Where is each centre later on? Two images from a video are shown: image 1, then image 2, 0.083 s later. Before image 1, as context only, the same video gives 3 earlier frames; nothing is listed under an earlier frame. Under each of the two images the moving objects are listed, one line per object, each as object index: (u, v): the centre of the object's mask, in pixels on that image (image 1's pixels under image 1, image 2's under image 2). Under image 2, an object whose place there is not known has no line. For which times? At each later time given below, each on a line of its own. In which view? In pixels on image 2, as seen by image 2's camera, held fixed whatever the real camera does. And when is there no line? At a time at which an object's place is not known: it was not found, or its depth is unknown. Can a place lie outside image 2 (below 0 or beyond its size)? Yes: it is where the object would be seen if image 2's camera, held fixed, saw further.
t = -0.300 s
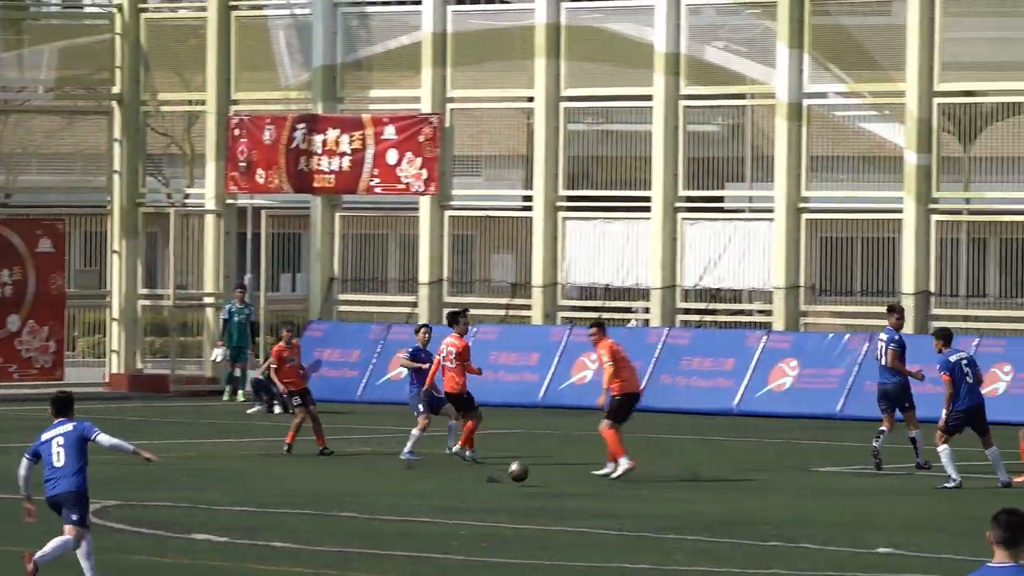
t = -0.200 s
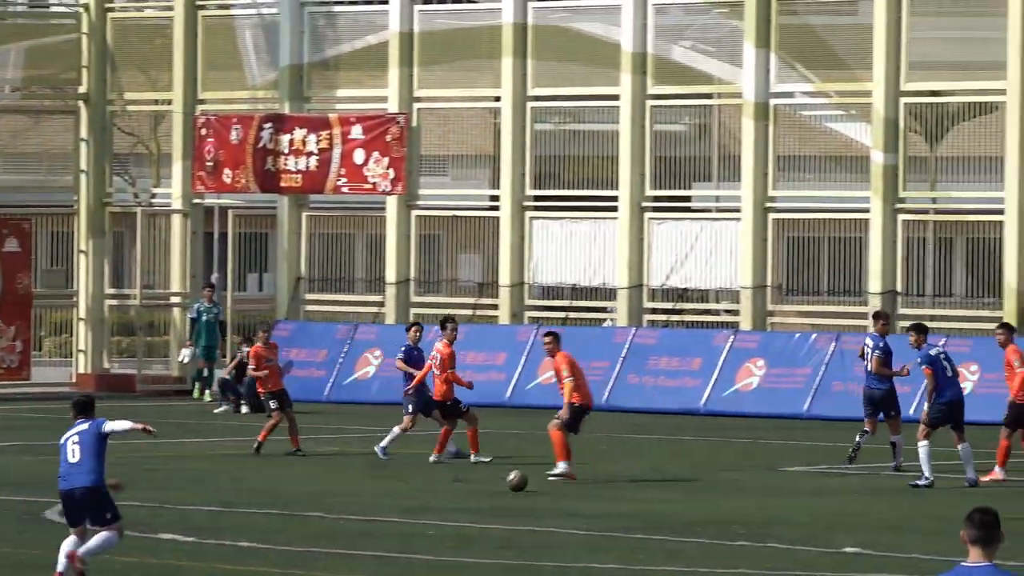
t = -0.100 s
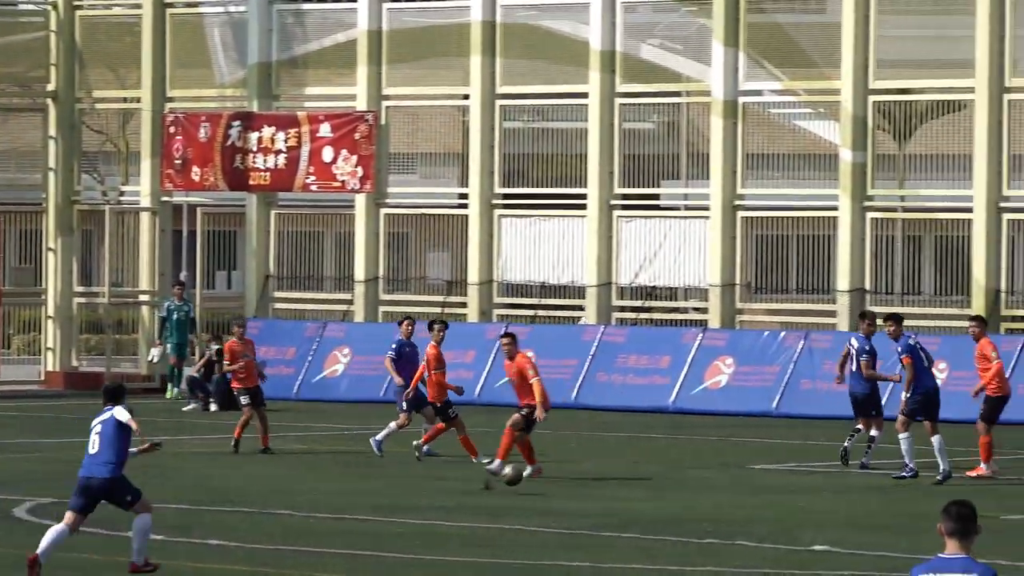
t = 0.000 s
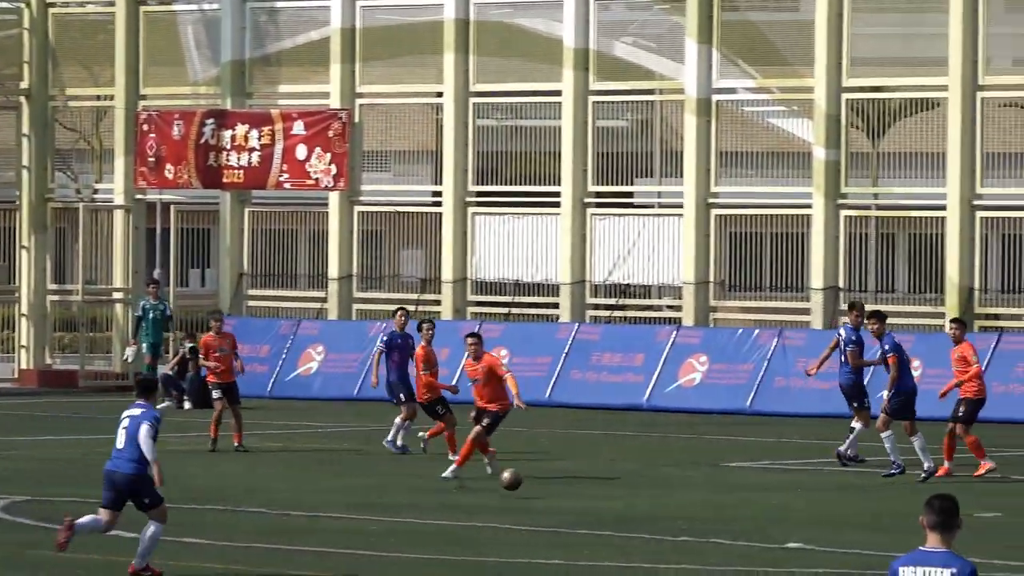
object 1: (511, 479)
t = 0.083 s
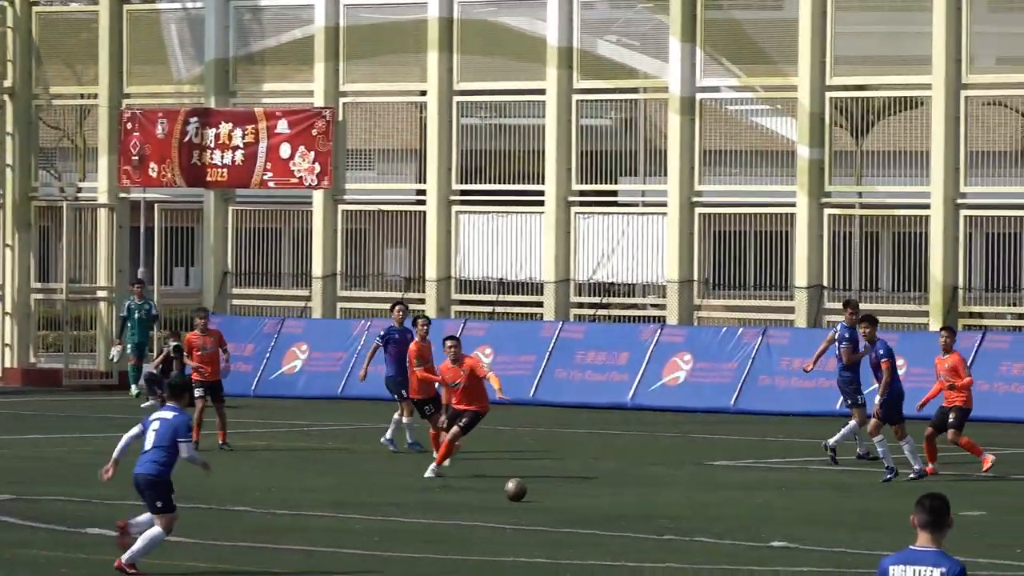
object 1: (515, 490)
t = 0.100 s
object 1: (519, 489)
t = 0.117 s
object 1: (523, 489)
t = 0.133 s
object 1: (529, 487)
